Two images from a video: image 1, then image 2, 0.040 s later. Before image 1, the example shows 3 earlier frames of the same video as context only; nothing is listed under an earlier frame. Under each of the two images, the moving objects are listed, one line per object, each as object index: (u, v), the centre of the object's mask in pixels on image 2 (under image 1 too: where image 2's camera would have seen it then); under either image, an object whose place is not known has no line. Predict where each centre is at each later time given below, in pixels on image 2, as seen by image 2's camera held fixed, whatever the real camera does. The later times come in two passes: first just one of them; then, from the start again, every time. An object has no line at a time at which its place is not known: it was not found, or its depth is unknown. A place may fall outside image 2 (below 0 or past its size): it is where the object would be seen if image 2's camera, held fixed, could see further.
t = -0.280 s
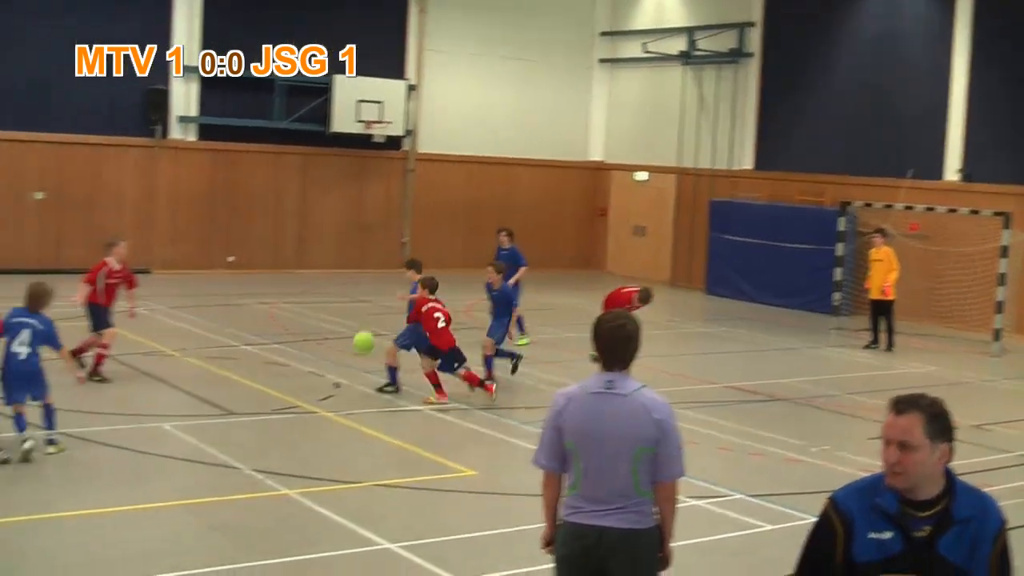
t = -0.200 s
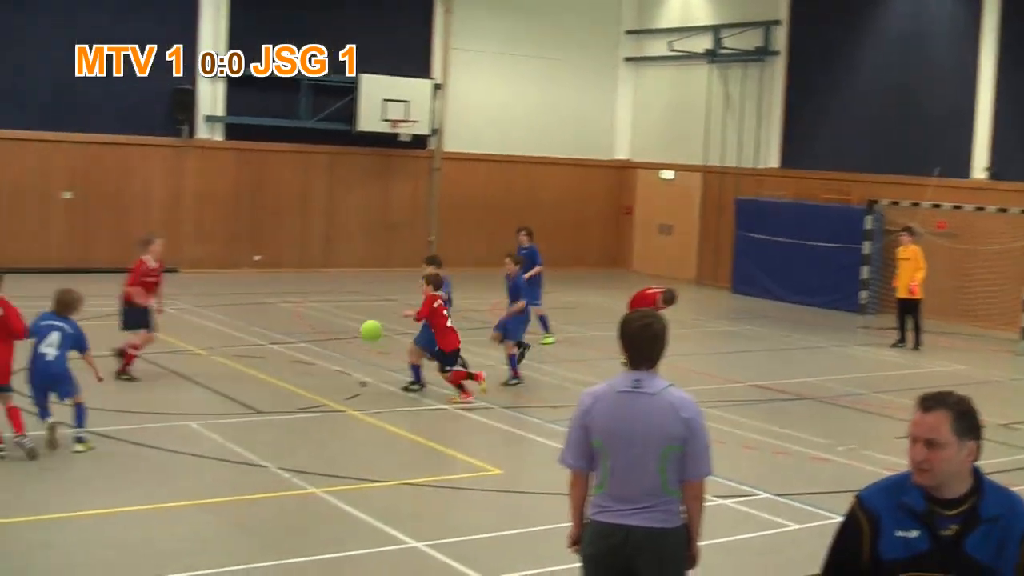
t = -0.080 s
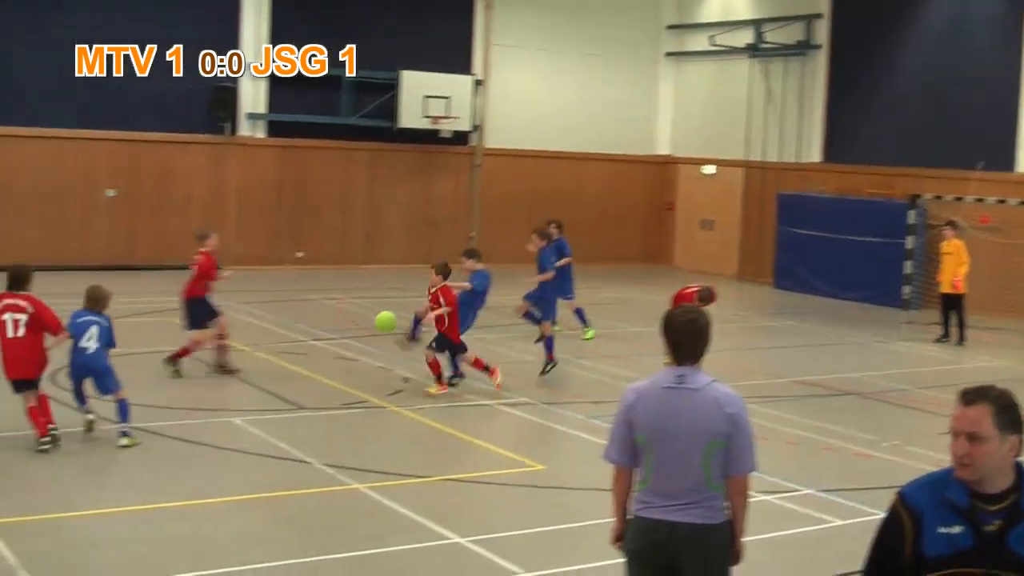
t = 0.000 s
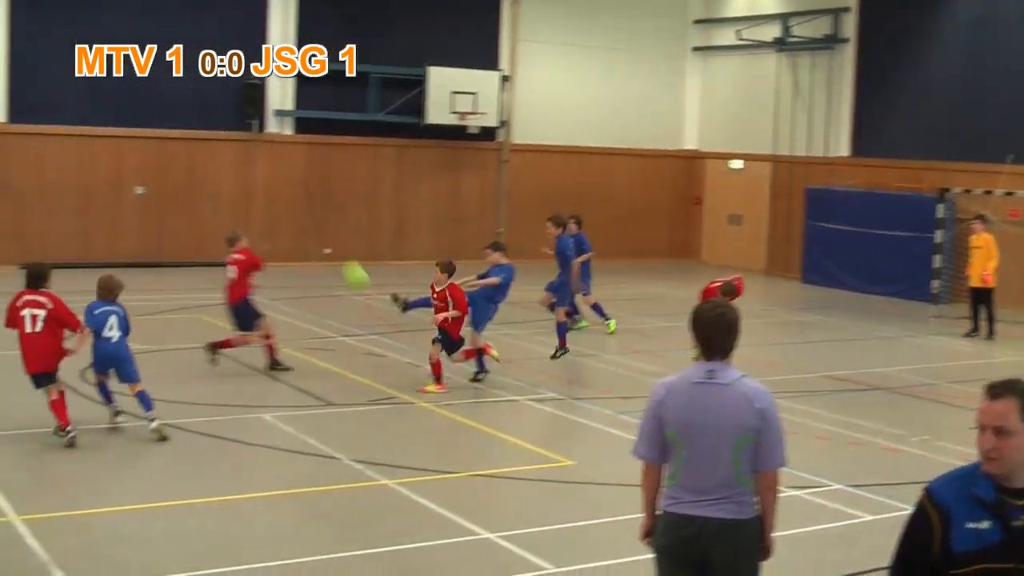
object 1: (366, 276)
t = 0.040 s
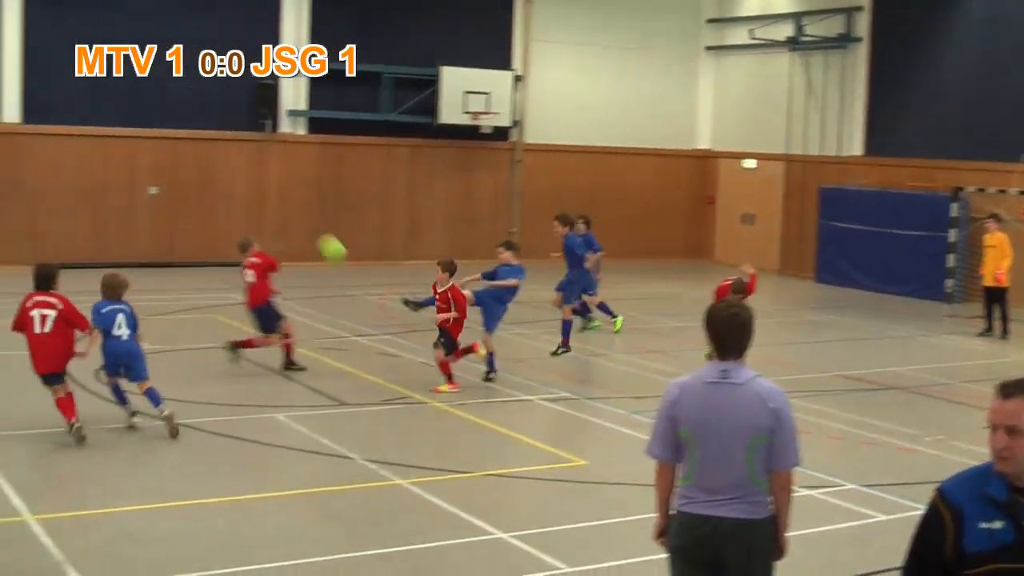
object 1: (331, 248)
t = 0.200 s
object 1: (194, 153)
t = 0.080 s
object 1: (298, 223)
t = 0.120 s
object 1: (264, 198)
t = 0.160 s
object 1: (230, 175)
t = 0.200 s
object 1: (194, 153)
